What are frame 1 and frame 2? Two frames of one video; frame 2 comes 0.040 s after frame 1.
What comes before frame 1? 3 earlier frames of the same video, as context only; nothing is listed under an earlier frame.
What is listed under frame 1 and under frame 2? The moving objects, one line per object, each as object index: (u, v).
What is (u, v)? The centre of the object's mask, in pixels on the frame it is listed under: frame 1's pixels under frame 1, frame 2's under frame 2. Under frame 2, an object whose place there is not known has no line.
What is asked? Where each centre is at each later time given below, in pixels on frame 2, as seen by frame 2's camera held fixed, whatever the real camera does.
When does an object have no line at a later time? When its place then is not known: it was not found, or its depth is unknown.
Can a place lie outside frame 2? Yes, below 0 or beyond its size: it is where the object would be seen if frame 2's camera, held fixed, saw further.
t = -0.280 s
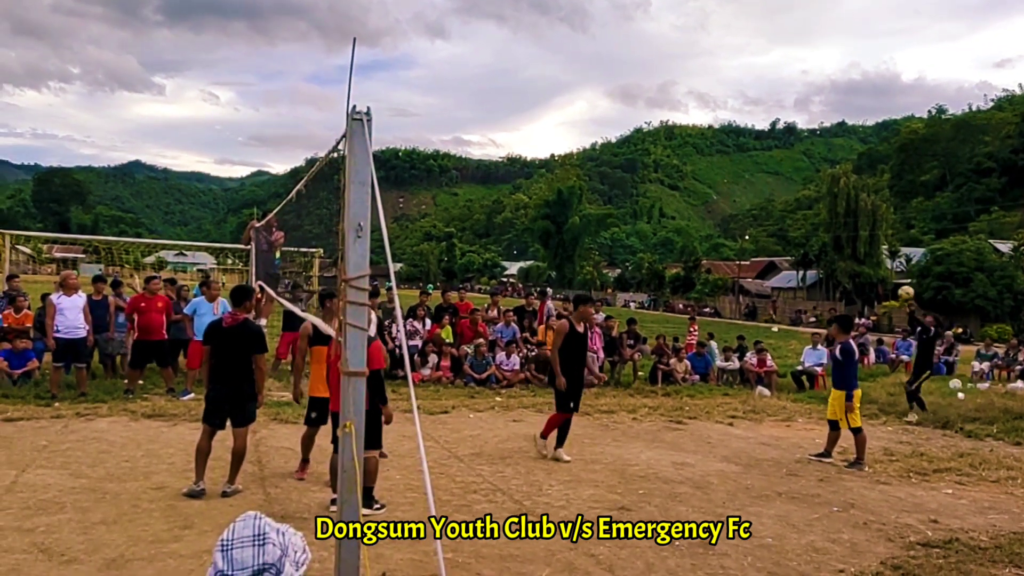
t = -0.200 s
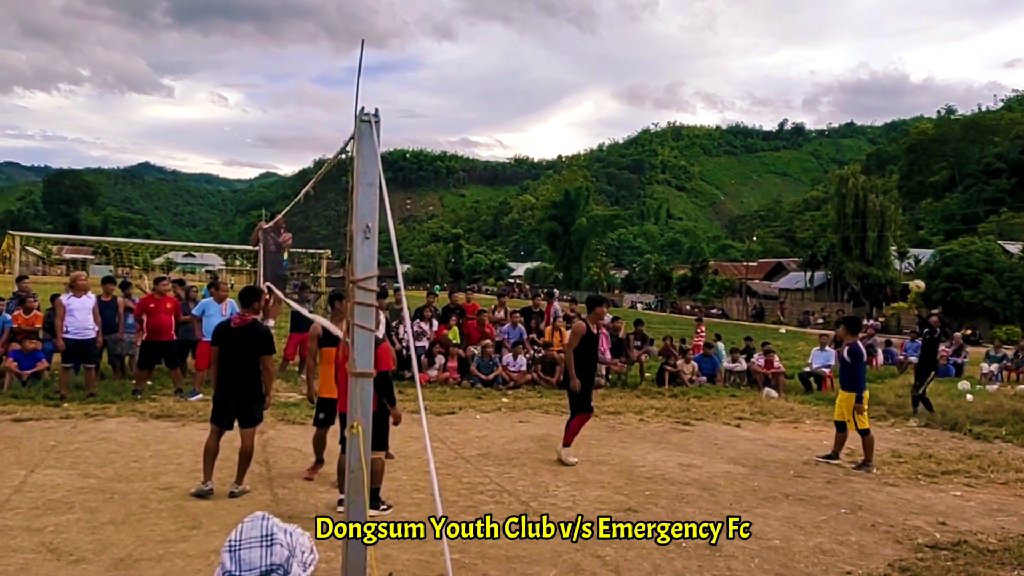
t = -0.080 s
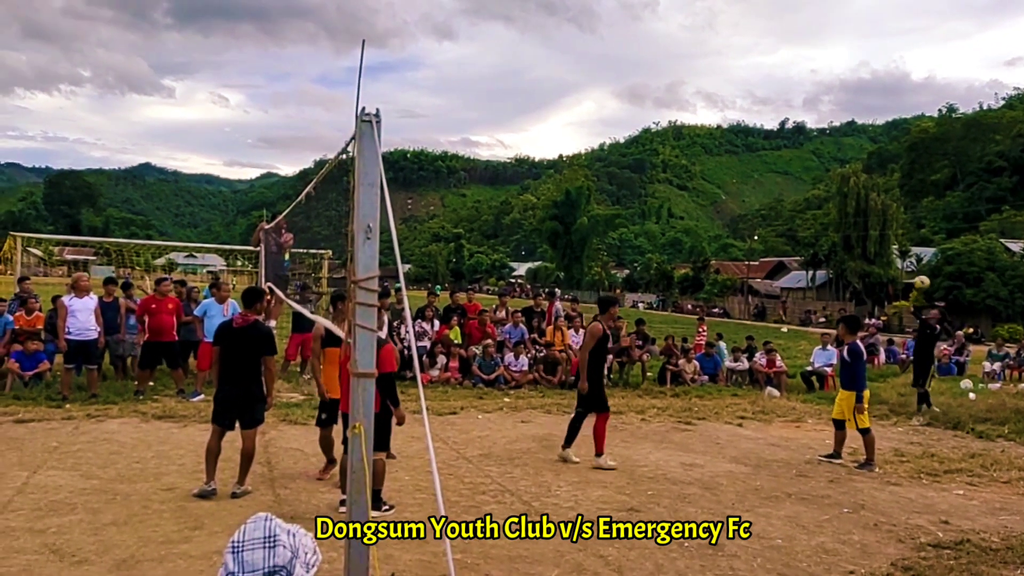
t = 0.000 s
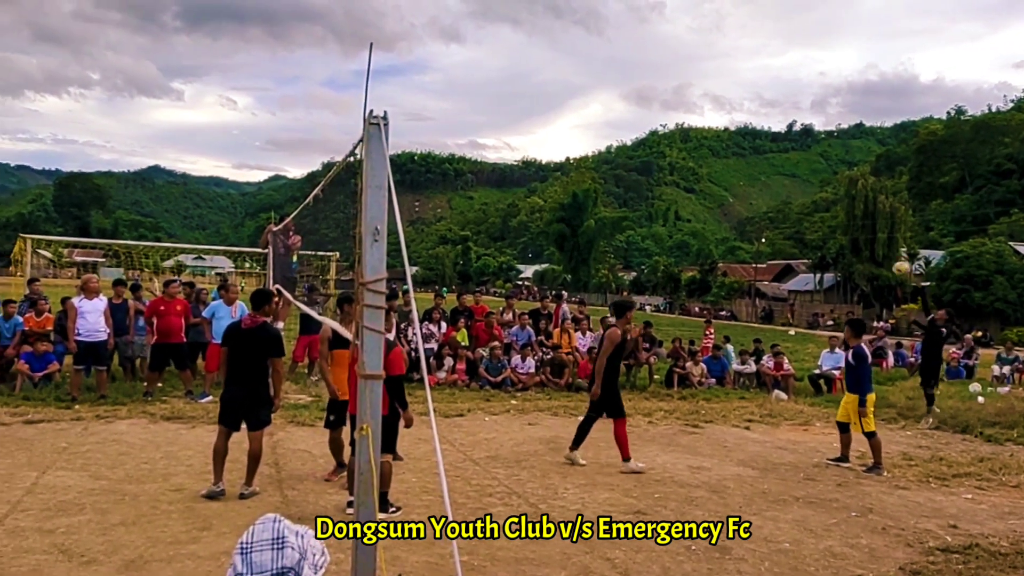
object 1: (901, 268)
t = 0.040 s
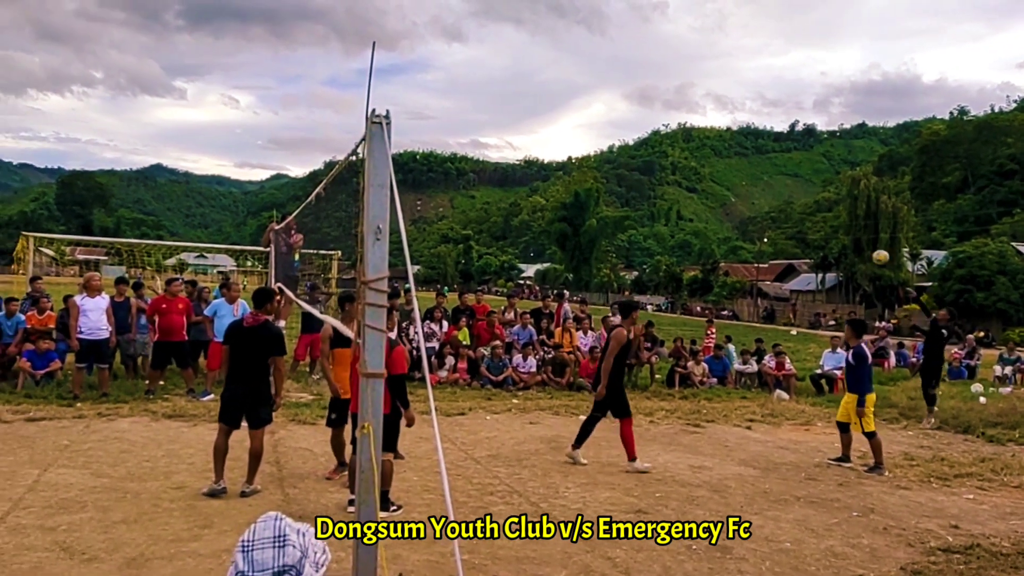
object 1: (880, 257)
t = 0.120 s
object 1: (822, 230)
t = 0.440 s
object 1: (567, 166)
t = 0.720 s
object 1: (278, 173)
